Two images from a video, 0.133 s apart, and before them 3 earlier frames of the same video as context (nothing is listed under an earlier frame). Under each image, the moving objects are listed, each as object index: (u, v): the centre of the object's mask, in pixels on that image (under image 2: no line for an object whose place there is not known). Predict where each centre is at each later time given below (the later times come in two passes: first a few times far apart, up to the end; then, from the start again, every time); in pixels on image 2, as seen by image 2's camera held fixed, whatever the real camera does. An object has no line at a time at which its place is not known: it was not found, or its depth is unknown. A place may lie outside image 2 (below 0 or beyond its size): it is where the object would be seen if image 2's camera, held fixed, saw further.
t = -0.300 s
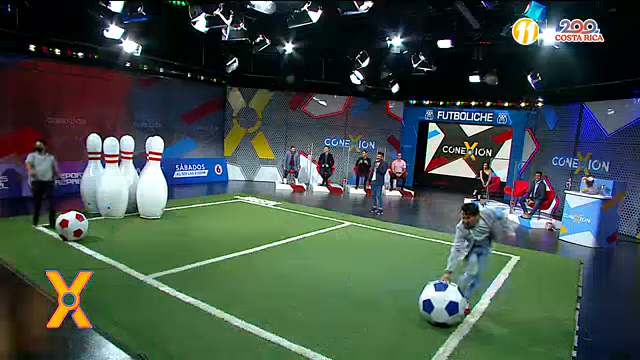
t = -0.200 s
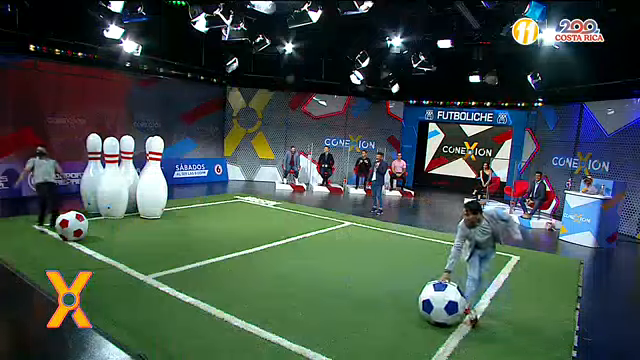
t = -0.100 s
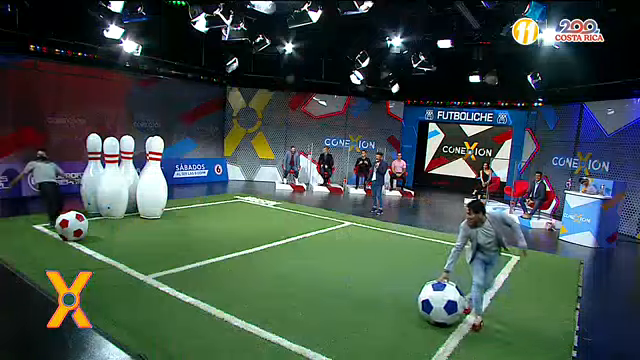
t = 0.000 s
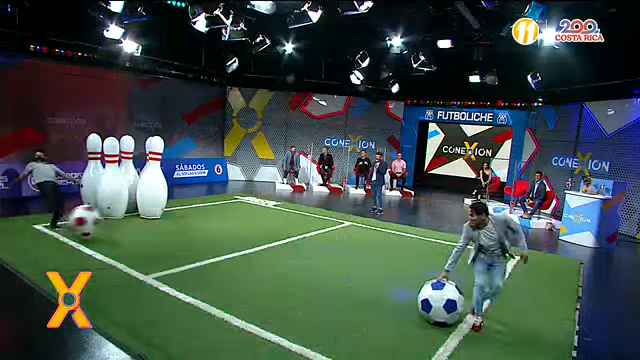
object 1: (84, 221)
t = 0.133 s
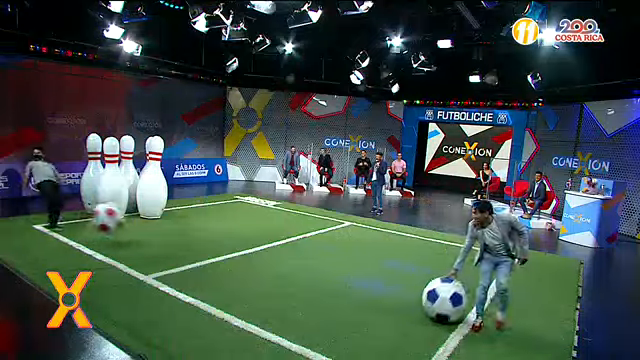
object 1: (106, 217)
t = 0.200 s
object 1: (117, 220)
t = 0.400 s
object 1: (154, 239)
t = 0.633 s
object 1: (191, 239)
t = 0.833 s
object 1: (222, 244)
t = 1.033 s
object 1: (254, 252)
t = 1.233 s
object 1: (286, 256)
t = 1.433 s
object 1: (317, 259)
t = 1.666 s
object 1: (350, 263)
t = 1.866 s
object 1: (379, 266)
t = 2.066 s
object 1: (406, 269)
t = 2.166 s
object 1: (418, 270)
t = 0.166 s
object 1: (112, 219)
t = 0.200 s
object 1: (117, 220)
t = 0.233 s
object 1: (124, 222)
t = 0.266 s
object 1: (129, 225)
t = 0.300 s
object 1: (134, 228)
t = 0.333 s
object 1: (141, 231)
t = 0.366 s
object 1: (148, 236)
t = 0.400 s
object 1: (154, 239)
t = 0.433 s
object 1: (159, 238)
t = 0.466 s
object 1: (165, 237)
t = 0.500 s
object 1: (170, 237)
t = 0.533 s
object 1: (175, 237)
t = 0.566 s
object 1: (180, 236)
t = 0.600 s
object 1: (186, 238)
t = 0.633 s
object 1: (191, 239)
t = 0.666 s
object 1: (197, 242)
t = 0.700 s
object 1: (202, 244)
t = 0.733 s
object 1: (207, 247)
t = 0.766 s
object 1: (212, 247)
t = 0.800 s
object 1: (217, 246)
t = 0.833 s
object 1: (222, 244)
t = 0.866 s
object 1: (227, 245)
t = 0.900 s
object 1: (232, 245)
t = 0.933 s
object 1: (238, 247)
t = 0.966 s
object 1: (242, 249)
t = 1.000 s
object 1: (248, 251)
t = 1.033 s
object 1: (254, 252)
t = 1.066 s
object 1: (259, 252)
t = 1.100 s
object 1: (264, 252)
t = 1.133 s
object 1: (270, 252)
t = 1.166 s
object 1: (276, 253)
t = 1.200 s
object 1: (281, 255)
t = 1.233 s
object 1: (286, 256)
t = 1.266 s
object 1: (291, 256)
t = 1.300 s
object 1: (296, 257)
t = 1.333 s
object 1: (301, 257)
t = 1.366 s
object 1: (306, 257)
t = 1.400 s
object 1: (311, 258)
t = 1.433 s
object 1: (317, 259)
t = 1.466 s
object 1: (320, 259)
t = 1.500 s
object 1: (326, 259)
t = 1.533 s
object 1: (331, 260)
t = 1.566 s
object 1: (336, 260)
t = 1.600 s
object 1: (340, 261)
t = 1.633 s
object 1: (345, 262)
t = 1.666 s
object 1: (350, 263)
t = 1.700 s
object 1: (355, 264)
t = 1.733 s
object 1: (360, 264)
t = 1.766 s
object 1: (365, 264)
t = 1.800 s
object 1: (370, 264)
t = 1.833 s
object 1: (374, 265)
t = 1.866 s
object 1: (379, 266)
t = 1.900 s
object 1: (384, 267)
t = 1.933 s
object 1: (389, 267)
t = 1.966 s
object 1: (393, 267)
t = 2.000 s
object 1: (397, 267)
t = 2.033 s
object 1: (401, 268)
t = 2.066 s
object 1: (406, 269)
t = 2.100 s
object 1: (411, 269)
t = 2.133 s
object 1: (414, 270)
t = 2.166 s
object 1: (418, 270)
